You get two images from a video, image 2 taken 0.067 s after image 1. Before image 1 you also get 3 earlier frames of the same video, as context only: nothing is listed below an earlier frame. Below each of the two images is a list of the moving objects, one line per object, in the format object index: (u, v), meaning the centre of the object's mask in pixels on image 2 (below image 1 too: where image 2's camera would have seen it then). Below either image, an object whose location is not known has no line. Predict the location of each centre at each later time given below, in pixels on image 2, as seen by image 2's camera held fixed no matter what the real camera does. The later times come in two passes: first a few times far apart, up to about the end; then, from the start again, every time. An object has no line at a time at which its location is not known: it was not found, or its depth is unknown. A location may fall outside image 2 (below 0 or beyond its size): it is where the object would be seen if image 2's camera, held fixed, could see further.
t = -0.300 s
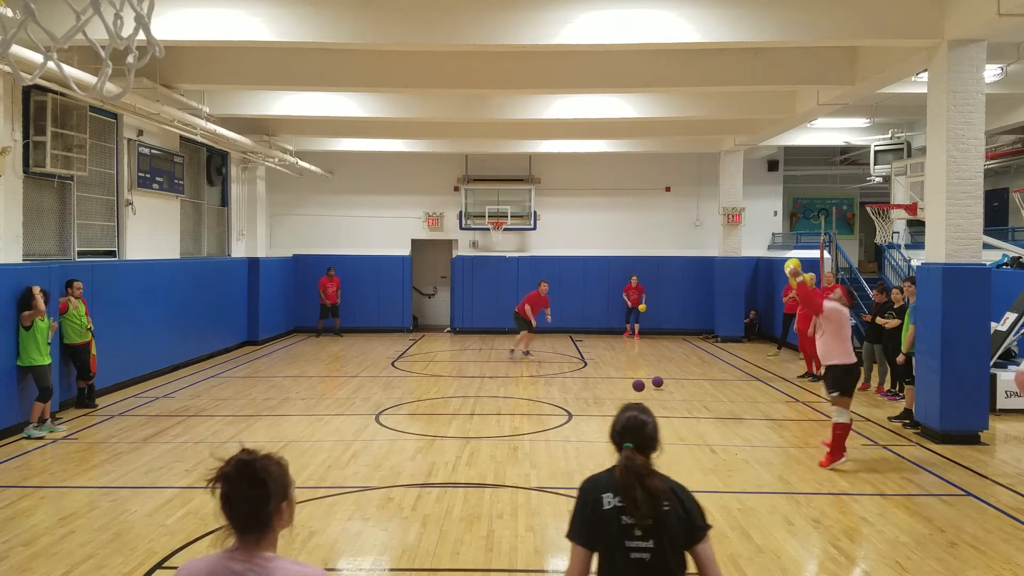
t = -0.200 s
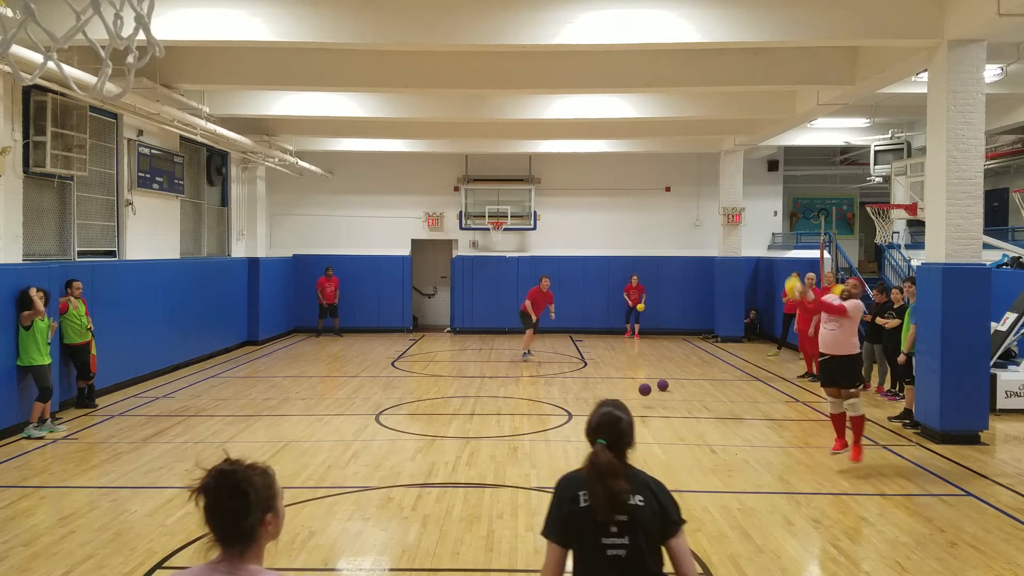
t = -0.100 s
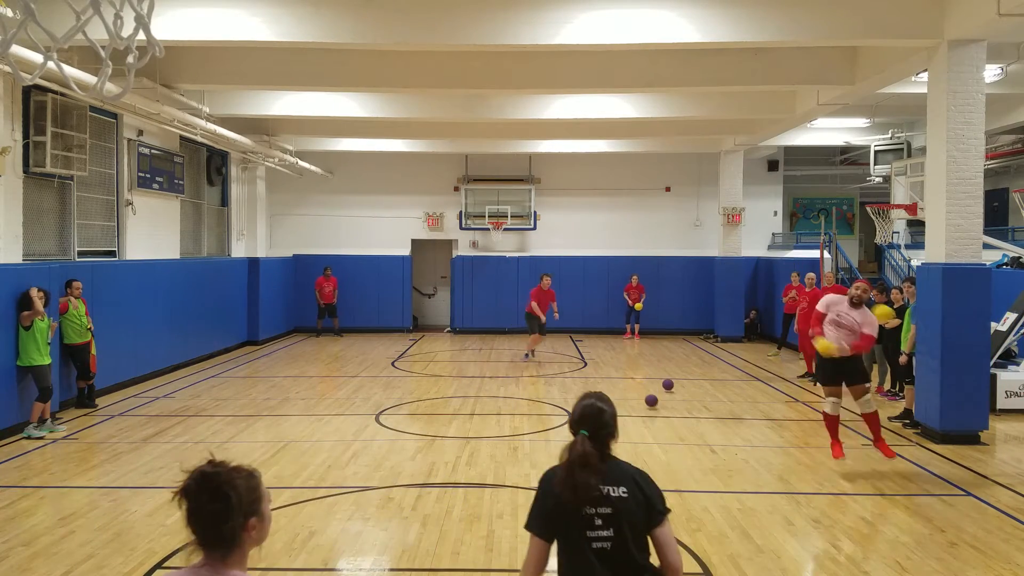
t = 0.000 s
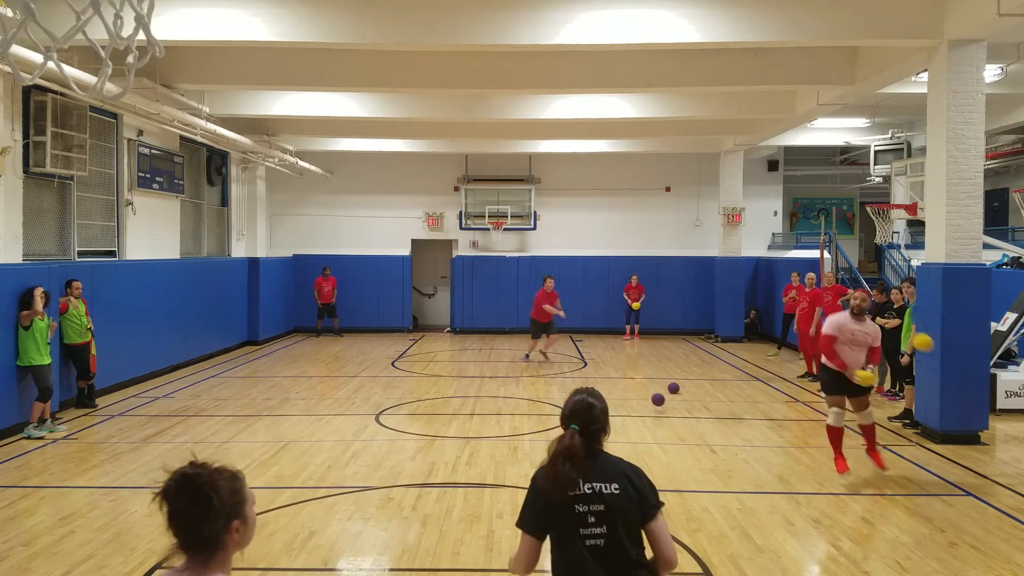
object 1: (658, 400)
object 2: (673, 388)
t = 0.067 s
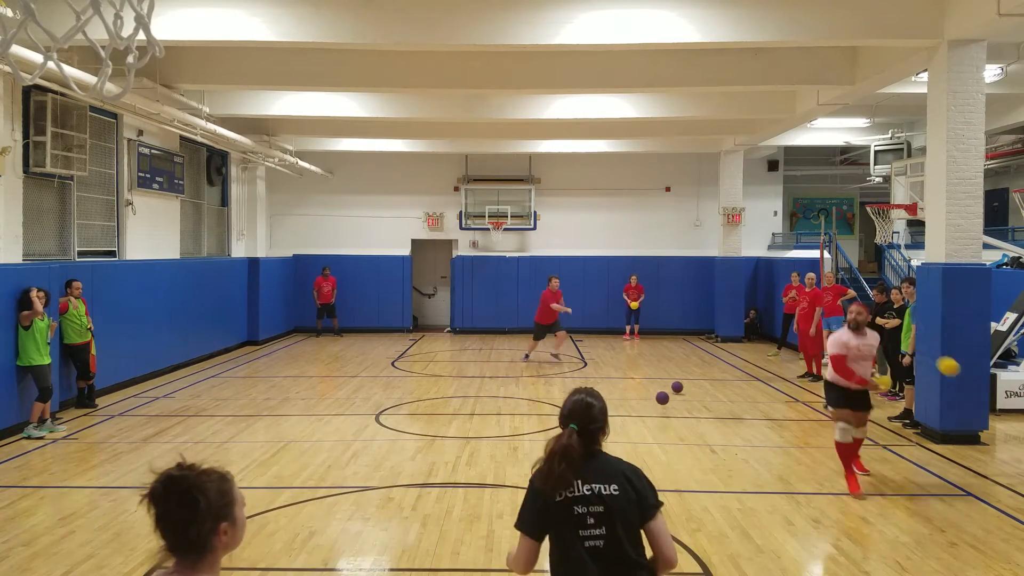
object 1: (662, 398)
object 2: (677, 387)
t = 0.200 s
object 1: (671, 405)
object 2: (684, 390)
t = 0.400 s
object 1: (686, 409)
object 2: (695, 391)
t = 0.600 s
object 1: (702, 424)
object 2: (707, 394)
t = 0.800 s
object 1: (721, 423)
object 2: (719, 396)
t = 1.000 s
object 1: (733, 432)
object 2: (732, 399)
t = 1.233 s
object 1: (753, 442)
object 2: (746, 402)
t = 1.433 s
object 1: (771, 450)
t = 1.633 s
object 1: (790, 459)
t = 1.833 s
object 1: (810, 469)
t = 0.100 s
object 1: (664, 399)
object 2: (679, 387)
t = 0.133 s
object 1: (666, 400)
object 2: (681, 388)
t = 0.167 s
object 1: (669, 402)
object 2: (682, 390)
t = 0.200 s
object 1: (671, 405)
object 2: (684, 390)
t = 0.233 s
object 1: (673, 409)
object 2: (686, 389)
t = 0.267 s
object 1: (676, 414)
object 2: (688, 389)
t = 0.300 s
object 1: (678, 413)
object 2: (690, 390)
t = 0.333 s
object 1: (681, 411)
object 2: (692, 391)
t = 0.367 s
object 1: (683, 410)
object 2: (694, 391)
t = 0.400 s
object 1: (686, 409)
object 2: (695, 391)
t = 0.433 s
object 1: (688, 410)
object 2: (697, 392)
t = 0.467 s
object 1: (690, 411)
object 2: (699, 393)
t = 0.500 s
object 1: (693, 413)
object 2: (701, 393)
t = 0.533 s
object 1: (696, 417)
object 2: (704, 393)
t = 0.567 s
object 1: (698, 421)
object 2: (706, 394)
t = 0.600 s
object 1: (702, 424)
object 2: (707, 394)
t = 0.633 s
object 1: (705, 422)
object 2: (709, 395)
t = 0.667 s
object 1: (708, 420)
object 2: (711, 395)
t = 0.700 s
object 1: (712, 419)
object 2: (713, 395)
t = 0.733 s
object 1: (715, 419)
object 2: (715, 396)
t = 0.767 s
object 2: (717, 396)
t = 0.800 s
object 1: (721, 423)
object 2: (719, 396)
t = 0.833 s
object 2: (721, 397)
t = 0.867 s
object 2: (723, 398)
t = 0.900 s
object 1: (729, 433)
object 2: (725, 398)
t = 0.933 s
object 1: (730, 432)
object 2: (727, 398)
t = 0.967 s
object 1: (732, 431)
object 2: (729, 399)
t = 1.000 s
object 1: (733, 432)
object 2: (732, 399)
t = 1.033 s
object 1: (735, 434)
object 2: (734, 399)
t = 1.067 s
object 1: (738, 436)
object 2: (736, 400)
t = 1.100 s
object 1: (741, 440)
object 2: (738, 400)
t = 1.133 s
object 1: (744, 443)
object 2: (740, 400)
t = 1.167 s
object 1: (747, 442)
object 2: (742, 401)
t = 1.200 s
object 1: (750, 441)
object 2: (744, 402)
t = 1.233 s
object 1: (753, 442)
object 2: (746, 402)
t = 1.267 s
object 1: (755, 443)
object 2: (748, 402)
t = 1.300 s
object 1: (758, 446)
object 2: (750, 402)
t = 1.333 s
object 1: (761, 450)
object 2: (752, 403)
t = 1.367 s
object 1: (764, 451)
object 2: (754, 403)
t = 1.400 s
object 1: (767, 450)
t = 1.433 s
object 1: (771, 450)
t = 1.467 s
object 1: (774, 451)
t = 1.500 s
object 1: (777, 453)
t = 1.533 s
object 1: (780, 456)
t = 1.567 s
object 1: (783, 460)
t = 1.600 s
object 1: (787, 460)
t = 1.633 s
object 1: (790, 459)
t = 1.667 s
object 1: (793, 460)
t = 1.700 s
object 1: (796, 462)
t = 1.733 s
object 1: (799, 466)
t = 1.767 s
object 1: (803, 469)
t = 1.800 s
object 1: (806, 469)
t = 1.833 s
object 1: (810, 469)
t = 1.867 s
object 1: (813, 470)
